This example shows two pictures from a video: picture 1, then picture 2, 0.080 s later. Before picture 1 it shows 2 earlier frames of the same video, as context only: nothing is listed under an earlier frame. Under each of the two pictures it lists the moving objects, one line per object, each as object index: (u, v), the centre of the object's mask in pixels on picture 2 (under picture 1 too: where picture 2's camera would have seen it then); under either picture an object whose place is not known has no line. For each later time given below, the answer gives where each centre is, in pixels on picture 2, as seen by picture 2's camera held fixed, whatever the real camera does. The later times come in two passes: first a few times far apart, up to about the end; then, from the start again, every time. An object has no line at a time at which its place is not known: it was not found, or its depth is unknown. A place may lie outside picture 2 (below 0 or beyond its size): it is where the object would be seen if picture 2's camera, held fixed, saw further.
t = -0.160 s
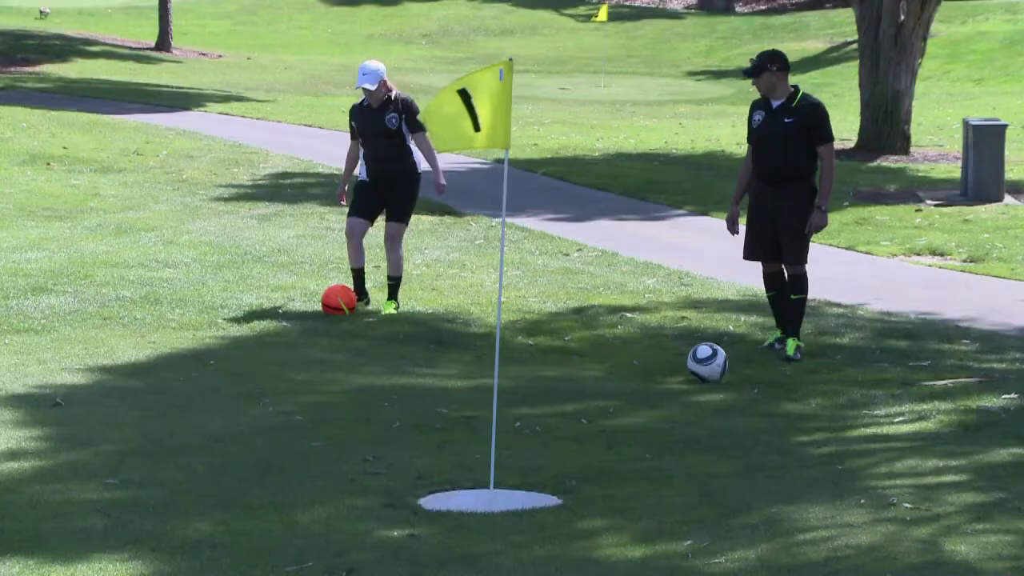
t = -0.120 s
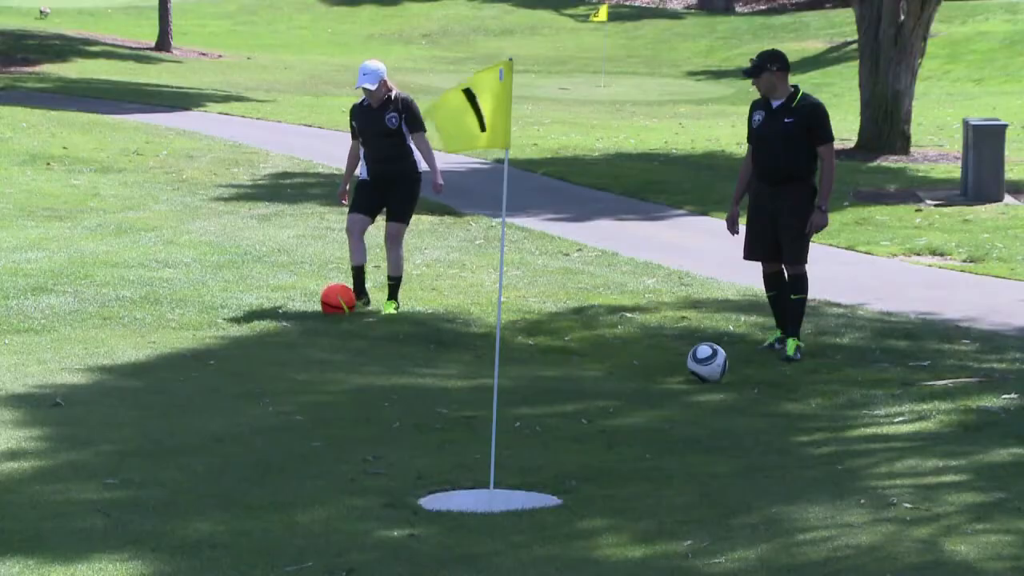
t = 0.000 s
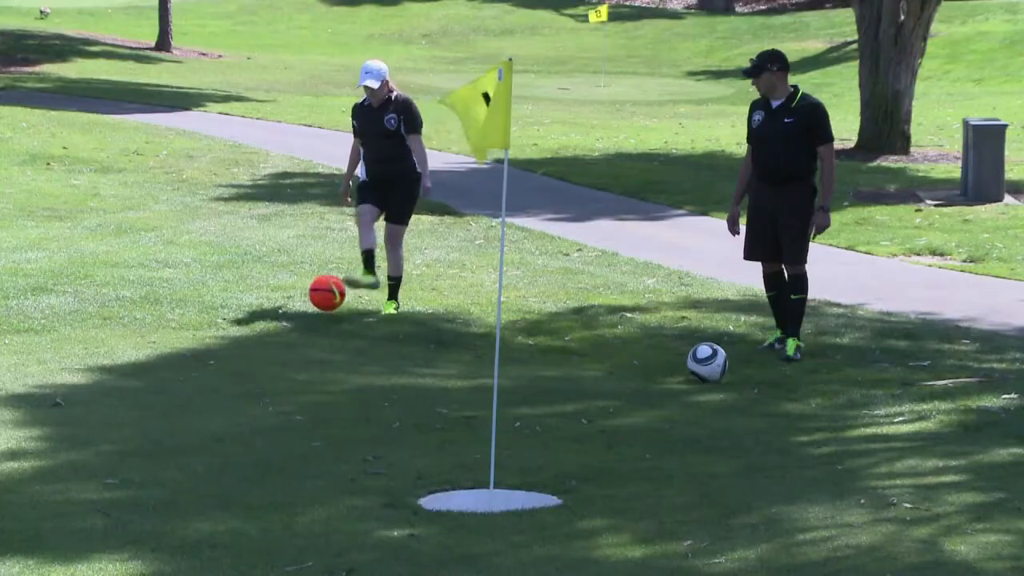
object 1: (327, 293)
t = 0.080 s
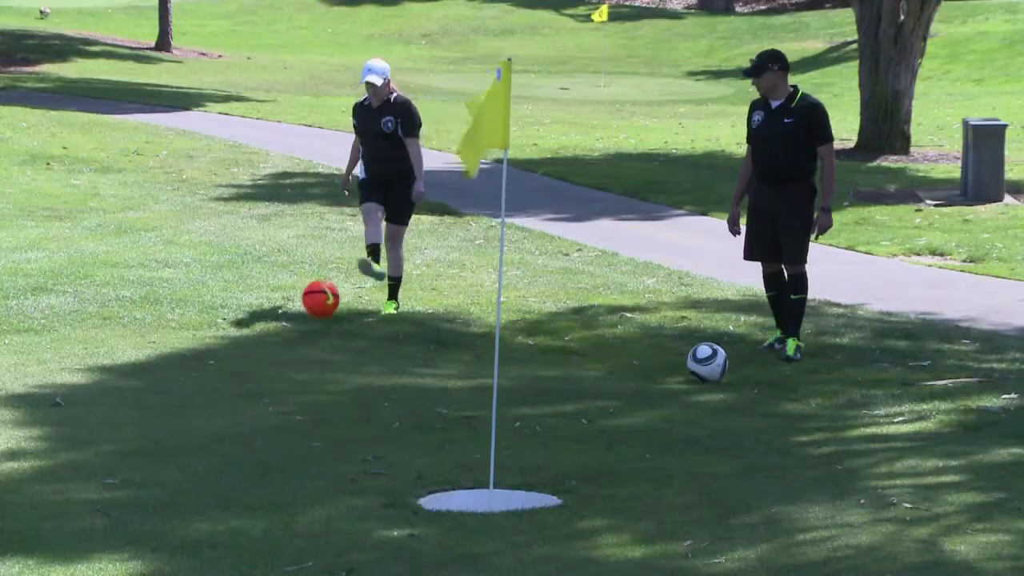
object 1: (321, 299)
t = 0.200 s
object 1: (311, 328)
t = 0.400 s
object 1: (306, 329)
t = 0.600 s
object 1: (302, 345)
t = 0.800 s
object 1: (302, 364)
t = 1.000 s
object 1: (304, 381)
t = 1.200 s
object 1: (310, 394)
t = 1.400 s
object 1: (317, 405)
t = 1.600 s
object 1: (327, 419)
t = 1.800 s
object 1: (339, 430)
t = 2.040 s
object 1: (356, 445)
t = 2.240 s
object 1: (372, 456)
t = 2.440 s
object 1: (391, 470)
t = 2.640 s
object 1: (412, 479)
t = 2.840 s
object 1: (439, 488)
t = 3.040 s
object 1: (469, 492)
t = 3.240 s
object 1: (496, 497)
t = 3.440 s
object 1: (523, 501)
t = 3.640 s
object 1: (549, 505)
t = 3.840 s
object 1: (573, 507)
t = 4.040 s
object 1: (592, 508)
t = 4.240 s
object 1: (605, 508)
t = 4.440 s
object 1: (612, 508)
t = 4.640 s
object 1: (614, 508)
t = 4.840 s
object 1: (612, 507)
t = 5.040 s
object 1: (610, 507)
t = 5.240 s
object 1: (610, 507)
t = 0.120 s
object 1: (317, 305)
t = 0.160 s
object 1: (314, 316)
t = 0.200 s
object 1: (311, 328)
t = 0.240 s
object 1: (309, 330)
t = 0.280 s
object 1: (308, 326)
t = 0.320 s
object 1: (307, 325)
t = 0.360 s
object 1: (307, 326)
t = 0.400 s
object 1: (306, 329)
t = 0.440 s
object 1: (305, 336)
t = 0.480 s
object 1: (303, 346)
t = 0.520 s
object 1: (303, 346)
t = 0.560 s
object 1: (303, 344)
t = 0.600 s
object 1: (302, 345)
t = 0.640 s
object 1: (302, 350)
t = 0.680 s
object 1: (302, 357)
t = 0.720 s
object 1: (302, 360)
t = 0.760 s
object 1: (302, 360)
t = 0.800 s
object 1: (302, 364)
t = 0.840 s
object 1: (302, 369)
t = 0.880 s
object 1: (302, 371)
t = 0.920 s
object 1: (303, 374)
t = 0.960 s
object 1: (303, 379)
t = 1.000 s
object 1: (304, 381)
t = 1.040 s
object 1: (305, 384)
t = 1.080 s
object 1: (306, 387)
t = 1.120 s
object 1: (307, 389)
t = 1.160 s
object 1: (308, 392)
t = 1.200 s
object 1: (310, 394)
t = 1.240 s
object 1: (311, 396)
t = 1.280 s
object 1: (312, 399)
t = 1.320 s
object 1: (314, 401)
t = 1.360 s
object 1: (316, 404)
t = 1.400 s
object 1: (317, 405)
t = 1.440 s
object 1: (319, 408)
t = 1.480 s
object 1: (321, 411)
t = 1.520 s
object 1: (323, 413)
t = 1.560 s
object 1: (325, 416)
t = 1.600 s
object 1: (327, 419)
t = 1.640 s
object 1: (329, 421)
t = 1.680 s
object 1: (332, 423)
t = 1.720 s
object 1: (334, 426)
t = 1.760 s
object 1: (336, 428)
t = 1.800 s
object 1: (339, 430)
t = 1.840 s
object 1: (342, 433)
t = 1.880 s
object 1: (345, 435)
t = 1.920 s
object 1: (347, 437)
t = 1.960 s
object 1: (350, 440)
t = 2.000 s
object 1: (353, 443)
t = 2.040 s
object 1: (356, 445)
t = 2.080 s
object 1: (359, 446)
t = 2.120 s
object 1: (362, 449)
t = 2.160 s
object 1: (365, 452)
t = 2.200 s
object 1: (369, 454)
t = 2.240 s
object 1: (372, 456)
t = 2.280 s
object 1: (375, 459)
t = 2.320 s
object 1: (379, 462)
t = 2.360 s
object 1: (383, 464)
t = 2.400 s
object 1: (387, 467)
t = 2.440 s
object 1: (391, 470)
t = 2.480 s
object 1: (395, 472)
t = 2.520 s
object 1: (399, 474)
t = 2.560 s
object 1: (403, 476)
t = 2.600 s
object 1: (407, 478)
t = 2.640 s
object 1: (412, 479)
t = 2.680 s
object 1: (417, 482)
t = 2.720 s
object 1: (422, 485)
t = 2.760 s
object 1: (428, 486)
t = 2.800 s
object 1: (434, 487)
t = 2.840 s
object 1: (439, 488)
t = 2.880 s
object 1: (445, 489)
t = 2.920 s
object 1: (451, 489)
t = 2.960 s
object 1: (457, 490)
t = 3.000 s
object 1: (463, 491)
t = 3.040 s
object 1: (469, 492)
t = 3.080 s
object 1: (474, 493)
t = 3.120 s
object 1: (480, 494)
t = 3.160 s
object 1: (485, 495)
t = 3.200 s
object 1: (490, 496)
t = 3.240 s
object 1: (496, 497)
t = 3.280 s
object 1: (501, 498)
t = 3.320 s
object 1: (506, 499)
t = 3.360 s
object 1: (512, 500)
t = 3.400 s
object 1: (518, 500)
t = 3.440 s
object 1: (523, 501)
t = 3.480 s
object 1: (528, 502)
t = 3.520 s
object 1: (534, 503)
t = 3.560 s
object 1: (539, 504)
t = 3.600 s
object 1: (544, 504)
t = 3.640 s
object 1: (549, 505)
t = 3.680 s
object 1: (554, 505)
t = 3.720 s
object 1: (559, 506)
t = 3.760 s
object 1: (563, 507)
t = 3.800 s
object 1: (568, 507)
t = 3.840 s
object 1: (573, 507)
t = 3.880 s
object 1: (577, 507)
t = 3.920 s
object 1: (581, 508)
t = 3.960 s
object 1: (585, 508)
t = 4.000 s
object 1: (589, 508)
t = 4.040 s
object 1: (592, 508)
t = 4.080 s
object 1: (595, 508)
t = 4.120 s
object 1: (598, 508)
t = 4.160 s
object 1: (600, 508)
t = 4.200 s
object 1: (603, 508)
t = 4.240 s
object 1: (605, 508)
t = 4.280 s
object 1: (607, 508)
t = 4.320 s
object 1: (609, 508)
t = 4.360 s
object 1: (610, 508)
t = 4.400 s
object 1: (611, 508)
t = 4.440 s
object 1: (612, 508)
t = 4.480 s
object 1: (613, 508)
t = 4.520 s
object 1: (613, 508)
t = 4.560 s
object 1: (614, 508)
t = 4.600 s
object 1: (614, 508)
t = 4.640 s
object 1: (614, 508)
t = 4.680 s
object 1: (613, 508)
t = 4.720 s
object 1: (613, 507)
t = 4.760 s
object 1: (613, 507)
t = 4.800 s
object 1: (612, 507)
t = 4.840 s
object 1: (612, 507)
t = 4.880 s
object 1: (611, 507)
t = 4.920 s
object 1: (611, 507)
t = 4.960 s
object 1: (610, 507)
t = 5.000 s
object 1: (610, 507)
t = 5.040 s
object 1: (610, 507)
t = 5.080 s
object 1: (610, 507)
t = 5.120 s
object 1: (610, 507)
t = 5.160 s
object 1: (610, 507)
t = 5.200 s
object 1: (610, 507)
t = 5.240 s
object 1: (610, 507)
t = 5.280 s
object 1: (610, 507)
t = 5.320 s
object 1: (610, 506)
